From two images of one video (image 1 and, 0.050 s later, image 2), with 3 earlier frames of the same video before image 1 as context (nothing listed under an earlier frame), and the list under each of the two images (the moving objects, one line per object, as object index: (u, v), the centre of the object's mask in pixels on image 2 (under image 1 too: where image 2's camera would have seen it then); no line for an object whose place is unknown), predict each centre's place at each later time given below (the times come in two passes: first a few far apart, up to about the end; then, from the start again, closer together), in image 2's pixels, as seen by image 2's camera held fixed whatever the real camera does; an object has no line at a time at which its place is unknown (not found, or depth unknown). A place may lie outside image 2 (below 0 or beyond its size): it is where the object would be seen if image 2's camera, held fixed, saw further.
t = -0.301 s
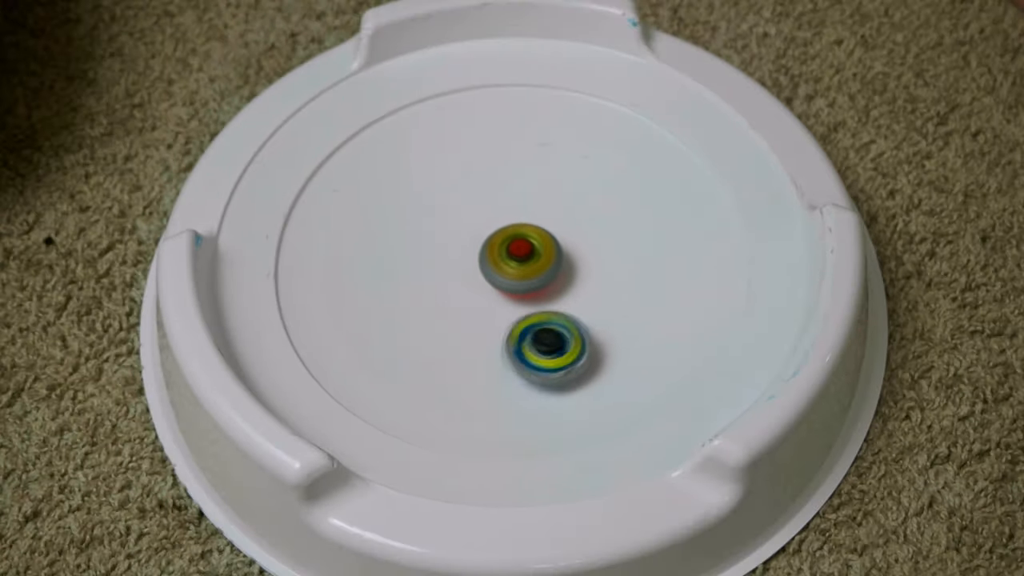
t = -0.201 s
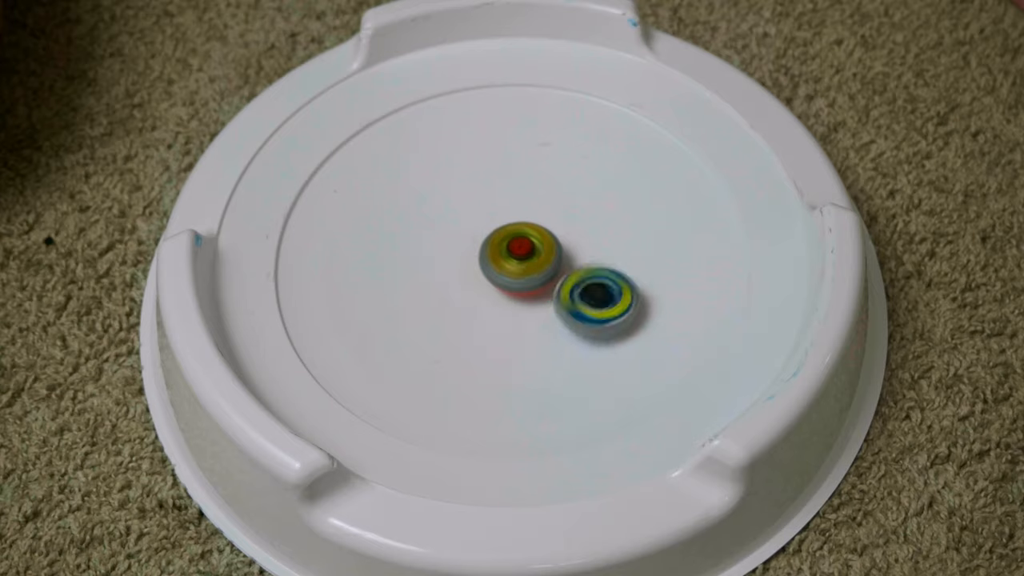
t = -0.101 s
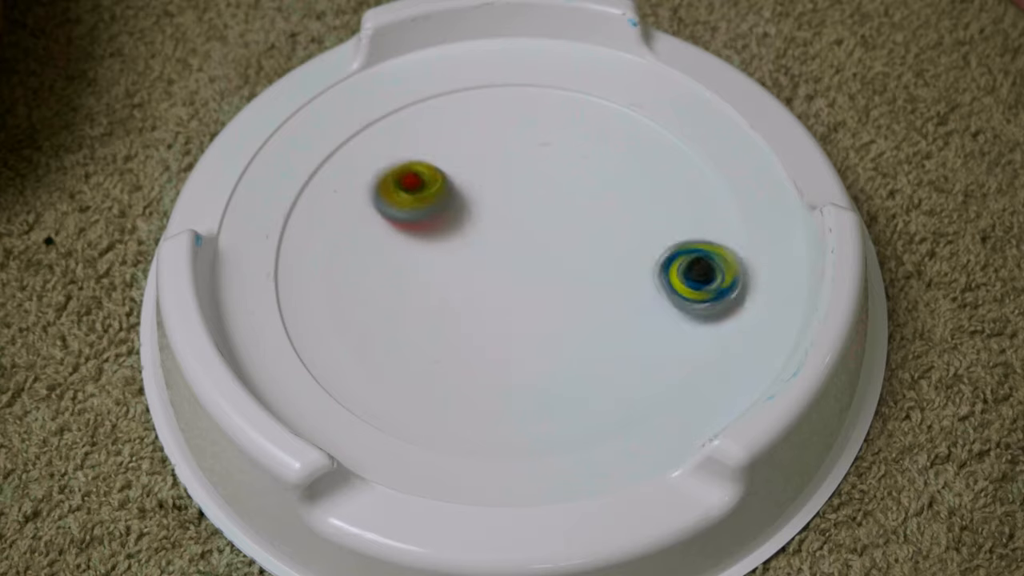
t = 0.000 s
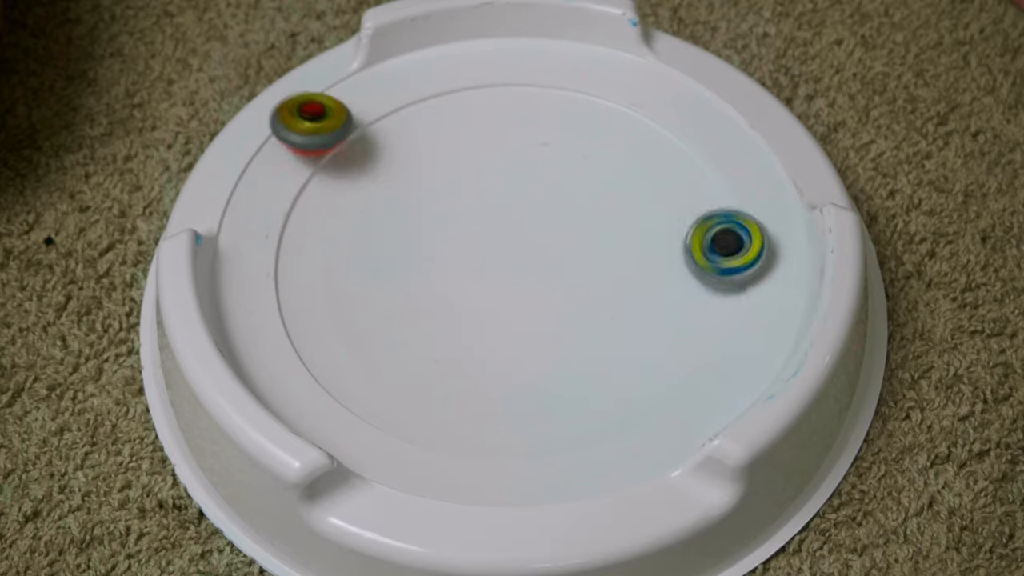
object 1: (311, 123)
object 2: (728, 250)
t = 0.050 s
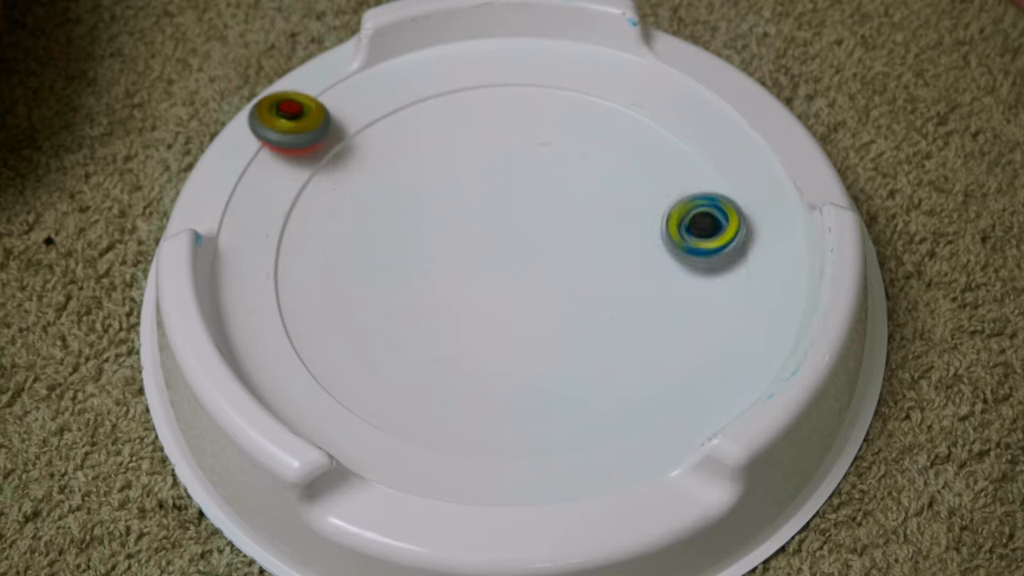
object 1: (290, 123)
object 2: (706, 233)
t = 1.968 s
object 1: (452, 348)
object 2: (408, 256)
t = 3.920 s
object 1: (553, 304)
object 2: (570, 219)
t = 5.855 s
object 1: (472, 239)
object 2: (592, 255)
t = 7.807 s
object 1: (533, 209)
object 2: (509, 291)
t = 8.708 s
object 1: (538, 196)
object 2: (438, 302)
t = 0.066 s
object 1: (286, 121)
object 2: (699, 226)
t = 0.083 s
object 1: (282, 123)
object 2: (693, 220)
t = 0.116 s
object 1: (275, 127)
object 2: (679, 207)
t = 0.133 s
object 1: (272, 129)
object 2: (672, 201)
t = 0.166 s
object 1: (268, 136)
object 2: (653, 187)
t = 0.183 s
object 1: (266, 140)
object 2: (644, 181)
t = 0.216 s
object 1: (265, 148)
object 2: (624, 175)
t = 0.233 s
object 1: (264, 153)
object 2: (612, 174)
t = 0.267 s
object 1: (265, 161)
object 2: (588, 173)
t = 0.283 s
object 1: (265, 165)
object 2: (576, 174)
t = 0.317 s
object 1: (267, 173)
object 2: (552, 180)
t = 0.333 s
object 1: (269, 177)
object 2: (541, 184)
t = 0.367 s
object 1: (273, 183)
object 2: (519, 194)
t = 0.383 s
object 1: (276, 187)
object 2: (508, 200)
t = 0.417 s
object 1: (281, 193)
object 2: (490, 214)
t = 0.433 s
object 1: (285, 196)
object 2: (481, 220)
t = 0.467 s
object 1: (294, 205)
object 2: (466, 236)
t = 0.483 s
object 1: (300, 211)
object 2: (460, 246)
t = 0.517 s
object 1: (315, 221)
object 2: (449, 261)
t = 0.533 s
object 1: (322, 225)
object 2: (447, 273)
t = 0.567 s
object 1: (340, 234)
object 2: (441, 288)
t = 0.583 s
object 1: (349, 239)
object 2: (441, 300)
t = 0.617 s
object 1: (369, 247)
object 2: (443, 318)
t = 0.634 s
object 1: (379, 250)
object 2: (445, 326)
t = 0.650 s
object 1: (389, 254)
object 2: (447, 333)
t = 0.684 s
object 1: (409, 259)
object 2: (459, 349)
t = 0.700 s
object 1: (418, 261)
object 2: (465, 356)
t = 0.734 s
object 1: (436, 264)
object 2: (479, 365)
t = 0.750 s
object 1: (445, 265)
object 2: (491, 372)
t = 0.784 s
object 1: (459, 265)
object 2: (512, 378)
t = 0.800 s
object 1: (465, 264)
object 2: (523, 379)
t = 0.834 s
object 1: (478, 263)
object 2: (546, 376)
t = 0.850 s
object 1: (483, 263)
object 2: (557, 373)
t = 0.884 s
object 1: (492, 261)
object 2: (576, 363)
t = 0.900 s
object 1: (496, 260)
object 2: (584, 356)
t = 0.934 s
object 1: (503, 257)
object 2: (596, 340)
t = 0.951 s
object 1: (506, 256)
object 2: (600, 332)
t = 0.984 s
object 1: (511, 253)
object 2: (605, 315)
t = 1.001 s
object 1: (513, 251)
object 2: (605, 306)
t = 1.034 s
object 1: (519, 248)
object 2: (601, 288)
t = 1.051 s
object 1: (520, 246)
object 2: (597, 280)
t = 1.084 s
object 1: (487, 207)
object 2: (632, 290)
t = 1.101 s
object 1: (467, 185)
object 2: (649, 294)
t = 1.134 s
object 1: (429, 151)
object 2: (681, 302)
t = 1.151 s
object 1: (413, 134)
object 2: (692, 304)
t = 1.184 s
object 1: (384, 105)
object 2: (709, 303)
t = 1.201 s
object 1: (379, 101)
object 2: (715, 300)
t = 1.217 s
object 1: (377, 100)
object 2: (719, 296)
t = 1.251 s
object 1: (375, 111)
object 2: (724, 285)
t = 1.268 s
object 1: (374, 120)
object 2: (726, 277)
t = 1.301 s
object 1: (373, 136)
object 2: (724, 262)
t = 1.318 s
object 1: (373, 142)
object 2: (723, 255)
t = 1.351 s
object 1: (373, 154)
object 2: (713, 242)
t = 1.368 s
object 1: (376, 162)
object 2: (707, 236)
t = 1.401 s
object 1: (381, 176)
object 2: (692, 226)
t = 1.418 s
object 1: (383, 182)
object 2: (683, 223)
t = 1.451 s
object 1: (391, 195)
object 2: (660, 212)
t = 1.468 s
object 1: (395, 202)
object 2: (650, 210)
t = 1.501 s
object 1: (403, 214)
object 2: (629, 205)
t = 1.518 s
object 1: (407, 219)
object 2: (621, 207)
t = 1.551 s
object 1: (415, 228)
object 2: (596, 203)
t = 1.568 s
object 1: (419, 233)
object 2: (584, 204)
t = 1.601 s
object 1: (427, 241)
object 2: (562, 205)
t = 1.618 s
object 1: (431, 246)
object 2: (550, 206)
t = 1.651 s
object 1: (439, 253)
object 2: (527, 209)
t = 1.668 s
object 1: (443, 256)
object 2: (517, 212)
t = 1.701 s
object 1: (442, 267)
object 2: (502, 212)
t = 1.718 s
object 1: (433, 278)
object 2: (498, 210)
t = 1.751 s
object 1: (422, 296)
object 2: (491, 209)
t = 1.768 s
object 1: (420, 303)
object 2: (486, 211)
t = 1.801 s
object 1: (419, 316)
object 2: (473, 215)
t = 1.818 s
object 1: (420, 321)
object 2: (468, 218)
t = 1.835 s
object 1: (422, 326)
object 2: (459, 222)
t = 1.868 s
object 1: (429, 334)
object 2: (445, 229)
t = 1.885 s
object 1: (432, 337)
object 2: (437, 232)
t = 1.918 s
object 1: (440, 343)
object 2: (423, 240)
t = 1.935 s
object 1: (444, 344)
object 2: (418, 245)
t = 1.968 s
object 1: (452, 348)
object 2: (408, 256)
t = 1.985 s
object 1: (456, 349)
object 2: (405, 263)
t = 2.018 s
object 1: (465, 352)
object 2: (400, 274)
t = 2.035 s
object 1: (470, 354)
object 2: (400, 282)
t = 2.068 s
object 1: (478, 355)
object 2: (403, 295)
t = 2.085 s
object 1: (482, 356)
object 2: (406, 301)
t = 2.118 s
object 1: (489, 357)
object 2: (417, 314)
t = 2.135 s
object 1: (505, 367)
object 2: (415, 309)
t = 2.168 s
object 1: (536, 382)
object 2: (407, 297)
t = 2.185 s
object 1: (550, 388)
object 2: (408, 293)
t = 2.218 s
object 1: (571, 392)
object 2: (409, 287)
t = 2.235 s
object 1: (581, 394)
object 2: (412, 284)
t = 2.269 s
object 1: (592, 394)
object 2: (418, 280)
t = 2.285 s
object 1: (596, 393)
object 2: (422, 278)
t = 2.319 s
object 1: (602, 391)
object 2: (432, 273)
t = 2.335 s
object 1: (604, 389)
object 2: (436, 270)
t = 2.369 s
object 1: (608, 386)
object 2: (445, 266)
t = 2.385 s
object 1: (609, 384)
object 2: (448, 260)
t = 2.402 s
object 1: (610, 382)
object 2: (452, 255)
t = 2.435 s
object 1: (610, 376)
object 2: (459, 245)
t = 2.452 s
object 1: (610, 373)
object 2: (462, 240)
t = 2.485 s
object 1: (610, 367)
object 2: (467, 232)
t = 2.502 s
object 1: (608, 363)
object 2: (469, 227)
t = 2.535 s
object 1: (605, 357)
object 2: (470, 215)
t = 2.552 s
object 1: (603, 353)
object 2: (471, 211)
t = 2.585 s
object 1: (599, 345)
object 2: (470, 202)
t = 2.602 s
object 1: (595, 341)
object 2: (469, 198)
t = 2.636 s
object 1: (588, 331)
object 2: (466, 192)
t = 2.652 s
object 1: (585, 326)
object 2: (464, 190)
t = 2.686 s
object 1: (578, 316)
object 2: (460, 185)
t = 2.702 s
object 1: (575, 311)
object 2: (458, 184)
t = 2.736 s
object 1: (566, 301)
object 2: (457, 186)
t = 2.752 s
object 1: (562, 296)
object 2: (457, 186)
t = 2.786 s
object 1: (554, 288)
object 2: (457, 190)
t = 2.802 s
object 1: (551, 285)
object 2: (458, 193)
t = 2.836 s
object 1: (543, 278)
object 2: (460, 199)
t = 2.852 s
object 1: (540, 276)
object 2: (463, 202)
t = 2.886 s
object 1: (533, 270)
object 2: (468, 209)
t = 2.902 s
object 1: (530, 268)
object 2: (472, 212)
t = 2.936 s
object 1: (531, 270)
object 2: (477, 214)
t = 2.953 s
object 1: (532, 275)
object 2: (479, 213)
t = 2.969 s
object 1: (537, 281)
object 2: (478, 208)
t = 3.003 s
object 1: (542, 293)
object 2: (479, 201)
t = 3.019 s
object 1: (544, 296)
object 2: (479, 200)
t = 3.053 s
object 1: (546, 299)
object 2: (481, 198)
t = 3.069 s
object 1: (546, 298)
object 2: (481, 196)
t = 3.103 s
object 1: (545, 296)
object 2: (484, 196)
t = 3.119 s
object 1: (545, 295)
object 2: (484, 196)
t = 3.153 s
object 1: (544, 291)
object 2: (487, 196)
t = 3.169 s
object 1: (544, 289)
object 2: (488, 196)
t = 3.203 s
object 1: (543, 286)
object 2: (491, 198)
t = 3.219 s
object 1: (542, 284)
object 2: (492, 200)
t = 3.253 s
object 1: (541, 280)
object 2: (496, 204)
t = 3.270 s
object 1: (541, 277)
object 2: (499, 205)
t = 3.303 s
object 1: (540, 275)
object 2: (505, 209)
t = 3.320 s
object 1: (544, 286)
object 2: (506, 201)
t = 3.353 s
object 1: (551, 306)
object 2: (506, 189)
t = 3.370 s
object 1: (554, 314)
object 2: (507, 184)
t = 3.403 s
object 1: (558, 325)
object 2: (507, 178)
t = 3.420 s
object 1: (560, 328)
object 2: (507, 177)
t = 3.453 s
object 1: (562, 331)
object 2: (507, 175)
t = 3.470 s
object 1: (564, 332)
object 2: (507, 177)
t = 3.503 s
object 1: (567, 330)
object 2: (507, 176)
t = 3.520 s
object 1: (568, 328)
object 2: (506, 178)
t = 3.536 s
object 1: (569, 327)
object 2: (506, 180)
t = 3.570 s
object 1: (571, 323)
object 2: (508, 185)
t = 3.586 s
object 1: (572, 322)
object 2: (508, 187)
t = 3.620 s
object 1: (573, 318)
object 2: (512, 194)
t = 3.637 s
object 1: (573, 316)
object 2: (513, 198)
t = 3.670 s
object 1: (572, 312)
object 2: (519, 206)
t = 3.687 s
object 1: (571, 310)
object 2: (522, 210)
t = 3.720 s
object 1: (569, 305)
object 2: (530, 217)
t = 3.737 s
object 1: (568, 303)
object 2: (535, 220)
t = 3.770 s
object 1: (566, 299)
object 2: (544, 225)
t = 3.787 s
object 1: (565, 297)
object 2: (548, 227)
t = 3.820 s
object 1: (563, 304)
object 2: (555, 225)
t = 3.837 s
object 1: (561, 305)
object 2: (558, 224)
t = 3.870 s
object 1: (558, 307)
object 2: (564, 222)
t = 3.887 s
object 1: (557, 306)
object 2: (567, 222)
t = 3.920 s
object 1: (553, 304)
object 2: (570, 219)
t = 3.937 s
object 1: (551, 303)
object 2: (573, 218)
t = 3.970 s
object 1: (548, 300)
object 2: (573, 217)
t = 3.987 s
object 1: (547, 299)
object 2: (574, 216)
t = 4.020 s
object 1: (545, 297)
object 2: (572, 216)
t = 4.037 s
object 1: (545, 296)
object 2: (572, 216)
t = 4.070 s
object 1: (543, 294)
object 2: (570, 218)
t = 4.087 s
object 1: (542, 292)
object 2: (569, 218)
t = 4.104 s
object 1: (541, 290)
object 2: (568, 219)
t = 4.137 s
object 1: (534, 296)
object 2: (567, 217)
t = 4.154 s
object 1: (527, 306)
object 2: (570, 208)
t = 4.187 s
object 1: (512, 321)
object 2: (573, 195)
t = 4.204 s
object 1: (505, 326)
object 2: (574, 190)
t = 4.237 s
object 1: (491, 331)
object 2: (571, 181)
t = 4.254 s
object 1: (487, 333)
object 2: (568, 178)
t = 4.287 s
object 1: (483, 334)
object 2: (560, 173)
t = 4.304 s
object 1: (483, 334)
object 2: (555, 171)
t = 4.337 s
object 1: (482, 333)
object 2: (546, 170)
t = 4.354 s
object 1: (483, 332)
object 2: (540, 171)
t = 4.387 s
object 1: (483, 330)
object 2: (528, 176)
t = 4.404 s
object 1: (483, 329)
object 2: (524, 179)
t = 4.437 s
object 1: (484, 327)
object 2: (516, 187)
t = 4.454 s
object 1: (485, 326)
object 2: (512, 191)
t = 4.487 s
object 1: (485, 324)
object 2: (505, 201)
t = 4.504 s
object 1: (485, 323)
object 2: (504, 206)
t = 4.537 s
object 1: (485, 320)
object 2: (500, 218)
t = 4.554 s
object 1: (484, 318)
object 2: (500, 223)
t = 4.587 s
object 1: (484, 314)
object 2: (499, 234)
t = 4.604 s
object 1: (484, 313)
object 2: (498, 239)
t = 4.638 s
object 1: (471, 326)
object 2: (509, 239)
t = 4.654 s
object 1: (458, 339)
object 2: (522, 232)
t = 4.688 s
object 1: (437, 363)
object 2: (539, 216)
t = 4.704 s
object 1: (427, 372)
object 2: (545, 208)
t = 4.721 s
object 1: (419, 379)
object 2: (549, 203)
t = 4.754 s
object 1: (408, 389)
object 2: (557, 197)
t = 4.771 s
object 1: (406, 391)
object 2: (560, 198)
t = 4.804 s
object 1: (405, 393)
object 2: (561, 195)
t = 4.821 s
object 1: (406, 393)
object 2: (562, 196)
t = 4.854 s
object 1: (410, 392)
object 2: (565, 198)
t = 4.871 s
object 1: (412, 391)
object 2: (564, 199)
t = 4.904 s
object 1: (417, 388)
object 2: (565, 200)
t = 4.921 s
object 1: (420, 386)
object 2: (566, 204)
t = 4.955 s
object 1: (425, 382)
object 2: (566, 207)
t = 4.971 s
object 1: (429, 379)
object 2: (565, 209)
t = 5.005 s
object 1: (436, 374)
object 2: (564, 214)
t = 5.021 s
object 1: (440, 371)
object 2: (563, 218)
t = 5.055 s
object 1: (448, 364)
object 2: (562, 224)
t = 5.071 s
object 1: (452, 361)
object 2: (563, 229)
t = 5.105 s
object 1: (461, 352)
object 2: (561, 236)
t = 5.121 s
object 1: (465, 349)
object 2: (560, 238)
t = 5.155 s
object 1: (472, 341)
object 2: (561, 246)
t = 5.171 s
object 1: (476, 336)
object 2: (561, 248)
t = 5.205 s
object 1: (483, 328)
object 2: (559, 256)
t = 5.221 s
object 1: (486, 325)
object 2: (559, 258)
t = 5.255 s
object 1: (492, 317)
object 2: (559, 266)
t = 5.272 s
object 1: (493, 314)
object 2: (559, 269)
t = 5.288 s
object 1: (487, 314)
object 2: (565, 268)
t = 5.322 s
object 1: (479, 313)
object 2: (574, 267)
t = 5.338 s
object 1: (477, 311)
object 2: (575, 269)
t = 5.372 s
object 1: (478, 307)
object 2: (578, 269)
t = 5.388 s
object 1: (479, 304)
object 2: (580, 269)
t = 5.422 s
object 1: (484, 299)
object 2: (582, 271)
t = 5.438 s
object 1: (487, 296)
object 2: (580, 269)
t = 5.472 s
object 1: (493, 291)
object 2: (579, 269)
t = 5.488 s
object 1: (495, 288)
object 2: (579, 269)
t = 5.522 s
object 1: (490, 283)
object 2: (583, 268)
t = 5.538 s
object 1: (488, 280)
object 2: (585, 269)
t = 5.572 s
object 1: (486, 275)
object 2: (587, 268)
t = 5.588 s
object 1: (488, 273)
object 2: (586, 267)
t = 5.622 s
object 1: (491, 269)
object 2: (585, 266)
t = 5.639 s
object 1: (493, 267)
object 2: (583, 263)
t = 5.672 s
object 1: (491, 263)
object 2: (588, 264)
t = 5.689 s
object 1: (484, 259)
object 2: (593, 262)
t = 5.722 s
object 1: (473, 252)
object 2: (600, 261)
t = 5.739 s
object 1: (471, 249)
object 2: (601, 262)
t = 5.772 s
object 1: (468, 244)
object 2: (601, 260)
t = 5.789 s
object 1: (468, 243)
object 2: (600, 257)
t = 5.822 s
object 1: (470, 240)
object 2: (597, 256)
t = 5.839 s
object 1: (471, 240)
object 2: (595, 256)
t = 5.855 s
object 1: (472, 239)
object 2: (592, 255)
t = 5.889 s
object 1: (475, 239)
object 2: (584, 256)
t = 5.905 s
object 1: (477, 238)
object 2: (580, 255)
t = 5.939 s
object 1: (480, 238)
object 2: (574, 256)
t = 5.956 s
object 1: (482, 238)
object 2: (570, 257)
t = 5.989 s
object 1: (483, 237)
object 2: (563, 260)
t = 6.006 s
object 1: (481, 235)
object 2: (560, 259)
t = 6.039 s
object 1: (480, 232)
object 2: (555, 263)
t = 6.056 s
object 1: (479, 230)
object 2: (553, 266)
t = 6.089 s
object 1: (478, 228)
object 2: (546, 271)
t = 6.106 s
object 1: (478, 228)
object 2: (543, 271)
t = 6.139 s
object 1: (479, 227)
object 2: (540, 275)
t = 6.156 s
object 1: (480, 226)
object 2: (538, 279)
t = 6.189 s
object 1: (481, 225)
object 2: (531, 283)
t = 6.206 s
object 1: (482, 225)
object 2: (529, 284)
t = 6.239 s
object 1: (484, 226)
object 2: (527, 288)
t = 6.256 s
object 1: (484, 227)
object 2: (524, 290)
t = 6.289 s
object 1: (486, 228)
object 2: (517, 292)
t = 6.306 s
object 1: (486, 228)
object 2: (516, 293)
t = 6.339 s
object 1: (488, 229)
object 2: (512, 297)
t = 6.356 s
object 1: (489, 229)
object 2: (508, 298)
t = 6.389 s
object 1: (491, 231)
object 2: (503, 301)
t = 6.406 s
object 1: (493, 232)
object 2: (503, 302)
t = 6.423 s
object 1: (494, 233)
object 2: (500, 303)
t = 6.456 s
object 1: (496, 234)
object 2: (496, 305)
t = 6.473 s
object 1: (498, 235)
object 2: (494, 304)
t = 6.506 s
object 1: (501, 236)
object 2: (491, 309)
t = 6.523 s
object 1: (504, 232)
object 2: (490, 314)
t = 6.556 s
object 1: (510, 228)
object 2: (487, 320)
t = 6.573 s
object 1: (511, 228)
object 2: (487, 320)
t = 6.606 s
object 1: (513, 227)
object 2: (487, 324)
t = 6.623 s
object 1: (514, 228)
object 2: (488, 327)
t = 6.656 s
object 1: (515, 230)
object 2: (489, 328)
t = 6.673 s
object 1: (516, 231)
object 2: (490, 328)
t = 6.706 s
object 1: (517, 232)
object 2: (493, 327)
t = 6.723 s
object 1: (518, 233)
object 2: (495, 325)
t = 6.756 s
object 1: (519, 235)
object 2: (498, 323)
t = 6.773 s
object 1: (520, 237)
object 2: (498, 322)
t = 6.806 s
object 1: (521, 239)
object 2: (499, 316)
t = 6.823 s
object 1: (521, 240)
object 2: (499, 311)
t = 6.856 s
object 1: (523, 240)
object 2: (500, 310)
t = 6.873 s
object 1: (526, 236)
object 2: (499, 312)
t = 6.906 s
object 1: (530, 231)
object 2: (496, 311)
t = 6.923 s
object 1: (531, 230)
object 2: (495, 311)
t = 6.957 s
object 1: (531, 231)
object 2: (494, 307)
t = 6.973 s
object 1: (531, 231)
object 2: (492, 304)
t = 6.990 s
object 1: (530, 231)
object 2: (490, 303)
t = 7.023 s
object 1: (530, 233)
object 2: (488, 298)
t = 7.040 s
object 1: (530, 233)
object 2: (488, 297)
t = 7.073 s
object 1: (533, 230)
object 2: (482, 293)
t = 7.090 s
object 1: (540, 223)
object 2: (478, 295)
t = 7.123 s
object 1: (552, 213)
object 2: (471, 299)
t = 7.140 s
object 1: (558, 209)
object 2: (468, 297)
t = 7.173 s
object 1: (564, 204)
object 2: (468, 295)
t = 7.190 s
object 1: (565, 202)
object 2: (467, 293)
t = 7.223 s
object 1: (565, 201)
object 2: (470, 288)
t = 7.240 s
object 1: (565, 201)
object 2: (471, 286)
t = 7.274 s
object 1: (564, 201)
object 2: (473, 283)
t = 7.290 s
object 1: (563, 201)
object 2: (475, 282)
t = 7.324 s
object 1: (562, 201)
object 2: (478, 279)
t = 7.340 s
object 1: (561, 201)
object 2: (481, 277)
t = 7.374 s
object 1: (560, 202)
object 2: (485, 274)
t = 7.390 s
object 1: (557, 201)
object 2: (487, 272)
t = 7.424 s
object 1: (557, 203)
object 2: (493, 270)
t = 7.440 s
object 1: (557, 203)
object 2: (495, 270)
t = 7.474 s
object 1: (555, 203)
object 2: (502, 269)
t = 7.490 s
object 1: (555, 204)
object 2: (504, 269)
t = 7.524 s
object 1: (552, 204)
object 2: (508, 269)
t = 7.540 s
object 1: (552, 204)
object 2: (510, 269)
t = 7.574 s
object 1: (550, 204)
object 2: (514, 269)
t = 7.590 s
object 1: (549, 204)
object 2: (514, 272)
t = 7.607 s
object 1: (548, 205)
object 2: (515, 274)
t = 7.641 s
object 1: (546, 207)
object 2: (516, 275)
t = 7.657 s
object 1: (544, 207)
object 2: (516, 277)
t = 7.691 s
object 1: (544, 205)
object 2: (517, 282)
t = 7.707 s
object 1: (543, 205)
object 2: (514, 283)
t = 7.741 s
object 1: (541, 207)
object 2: (514, 286)
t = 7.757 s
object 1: (540, 208)
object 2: (512, 288)
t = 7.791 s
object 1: (535, 209)
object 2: (511, 292)
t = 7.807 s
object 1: (533, 209)
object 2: (509, 291)
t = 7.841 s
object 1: (530, 211)
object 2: (508, 293)
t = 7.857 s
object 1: (528, 212)
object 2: (507, 293)
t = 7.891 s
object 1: (524, 213)
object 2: (505, 294)
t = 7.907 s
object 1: (522, 214)
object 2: (505, 293)
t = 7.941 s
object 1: (519, 215)
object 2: (504, 292)
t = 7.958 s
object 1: (516, 216)
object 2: (504, 292)
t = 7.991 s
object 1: (512, 218)
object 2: (501, 290)
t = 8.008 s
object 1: (510, 219)
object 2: (501, 290)
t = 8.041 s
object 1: (506, 221)
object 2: (501, 286)
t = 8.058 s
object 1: (504, 221)
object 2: (501, 286)
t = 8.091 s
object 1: (521, 212)
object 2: (483, 286)
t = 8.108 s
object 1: (532, 206)
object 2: (471, 282)
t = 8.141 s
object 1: (550, 197)
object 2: (449, 279)
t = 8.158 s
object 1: (556, 192)
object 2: (437, 286)
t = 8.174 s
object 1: (562, 190)
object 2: (428, 296)
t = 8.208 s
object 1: (571, 187)
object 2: (418, 295)
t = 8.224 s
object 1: (572, 187)
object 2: (416, 292)
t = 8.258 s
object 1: (572, 185)
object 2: (415, 293)
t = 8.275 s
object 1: (571, 185)
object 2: (417, 297)
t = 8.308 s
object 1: (569, 184)
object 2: (417, 308)
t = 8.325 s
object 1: (568, 184)
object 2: (418, 306)
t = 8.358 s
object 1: (565, 183)
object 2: (423, 304)
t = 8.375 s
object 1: (565, 183)
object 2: (425, 305)
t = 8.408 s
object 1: (563, 183)
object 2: (428, 305)
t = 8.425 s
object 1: (562, 183)
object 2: (429, 304)
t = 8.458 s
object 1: (561, 184)
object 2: (432, 303)
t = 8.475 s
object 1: (560, 184)
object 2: (435, 303)
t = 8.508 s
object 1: (558, 185)
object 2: (437, 303)
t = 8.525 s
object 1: (557, 185)
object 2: (437, 302)
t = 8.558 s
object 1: (555, 186)
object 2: (438, 302)
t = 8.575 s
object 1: (554, 187)
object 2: (438, 302)
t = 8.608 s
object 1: (550, 188)
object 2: (438, 302)
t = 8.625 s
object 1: (550, 190)
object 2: (438, 302)
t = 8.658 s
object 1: (544, 192)
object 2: (438, 302)
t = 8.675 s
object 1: (543, 194)
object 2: (438, 302)
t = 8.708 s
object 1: (538, 196)
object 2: (438, 302)
